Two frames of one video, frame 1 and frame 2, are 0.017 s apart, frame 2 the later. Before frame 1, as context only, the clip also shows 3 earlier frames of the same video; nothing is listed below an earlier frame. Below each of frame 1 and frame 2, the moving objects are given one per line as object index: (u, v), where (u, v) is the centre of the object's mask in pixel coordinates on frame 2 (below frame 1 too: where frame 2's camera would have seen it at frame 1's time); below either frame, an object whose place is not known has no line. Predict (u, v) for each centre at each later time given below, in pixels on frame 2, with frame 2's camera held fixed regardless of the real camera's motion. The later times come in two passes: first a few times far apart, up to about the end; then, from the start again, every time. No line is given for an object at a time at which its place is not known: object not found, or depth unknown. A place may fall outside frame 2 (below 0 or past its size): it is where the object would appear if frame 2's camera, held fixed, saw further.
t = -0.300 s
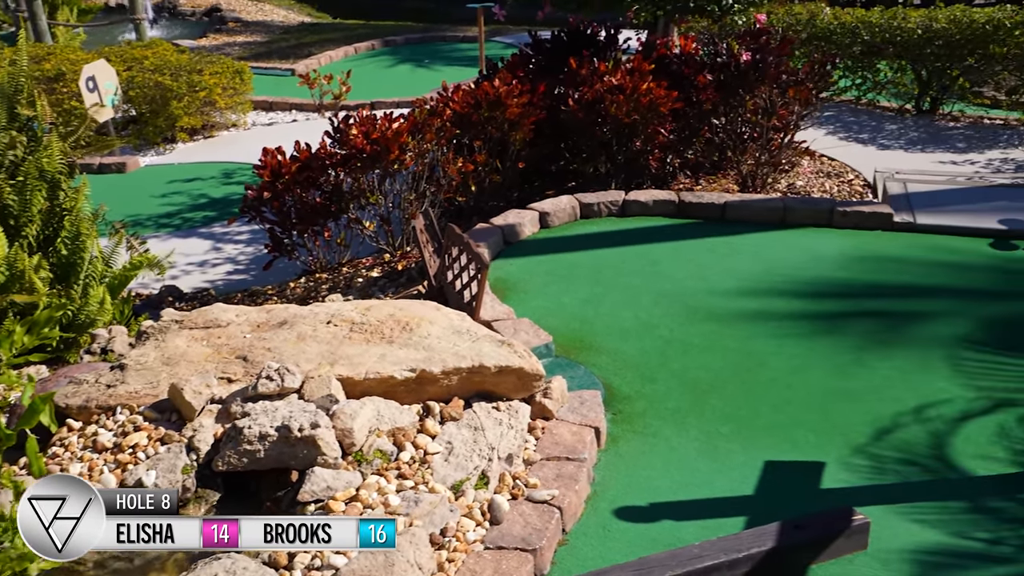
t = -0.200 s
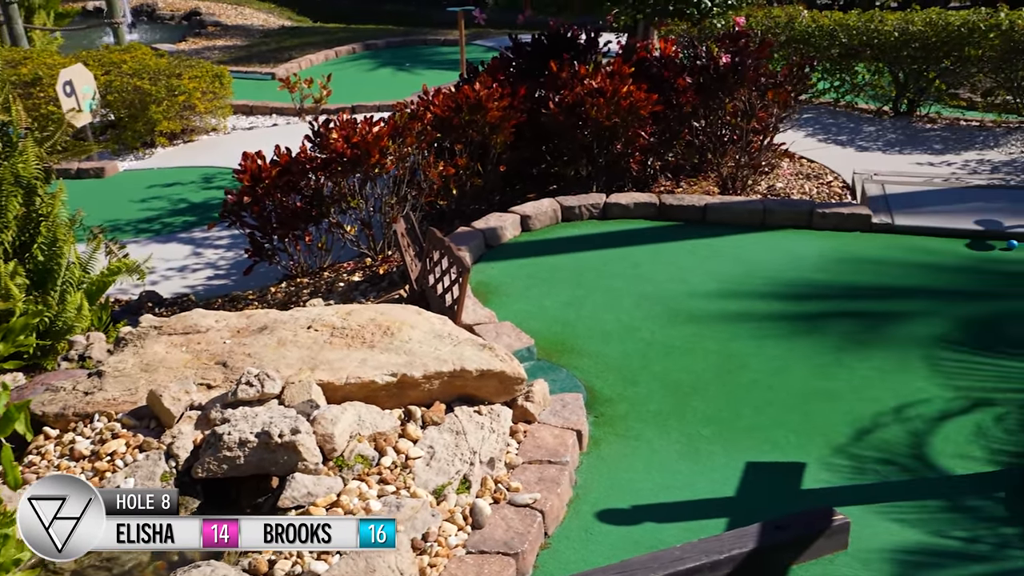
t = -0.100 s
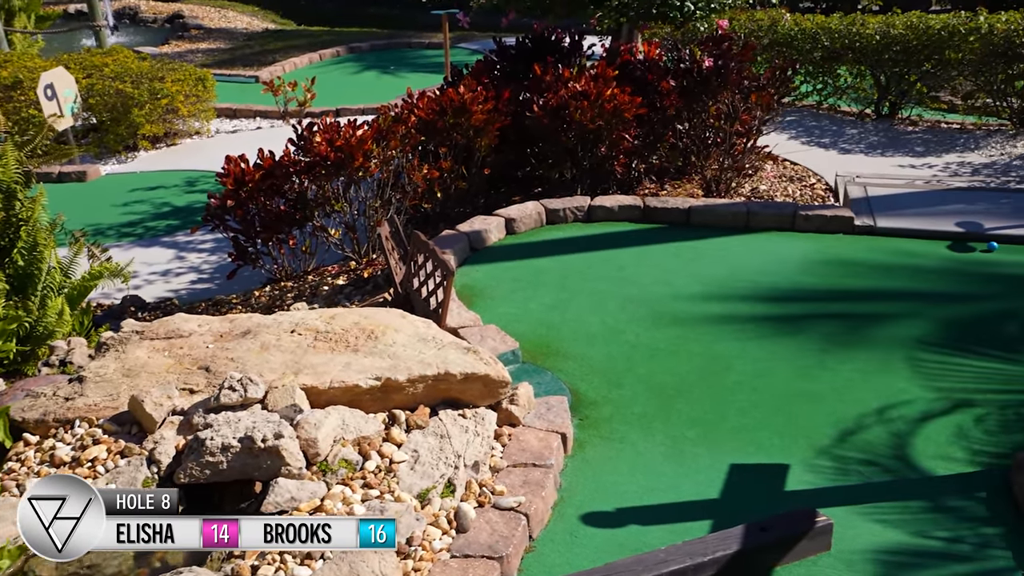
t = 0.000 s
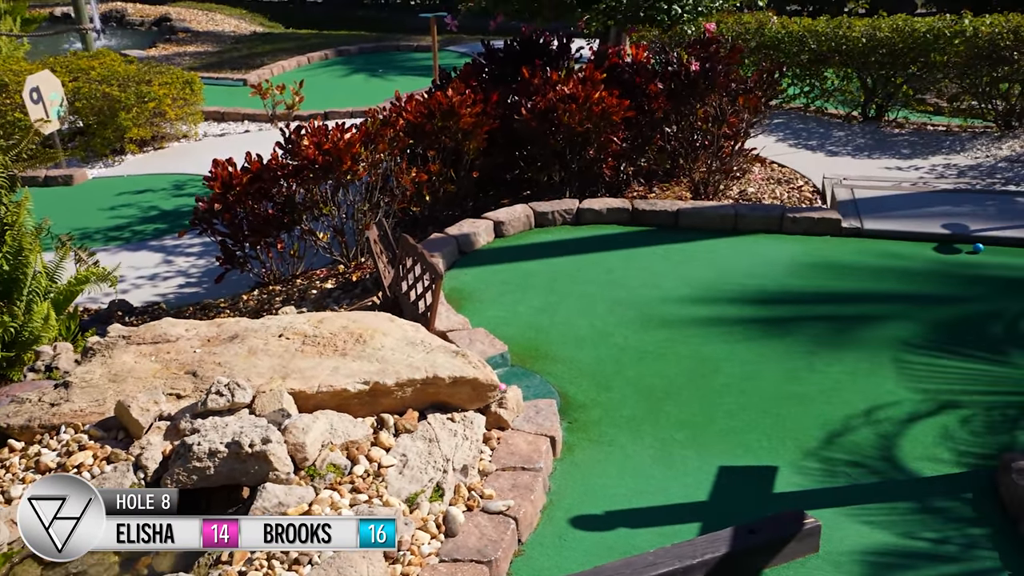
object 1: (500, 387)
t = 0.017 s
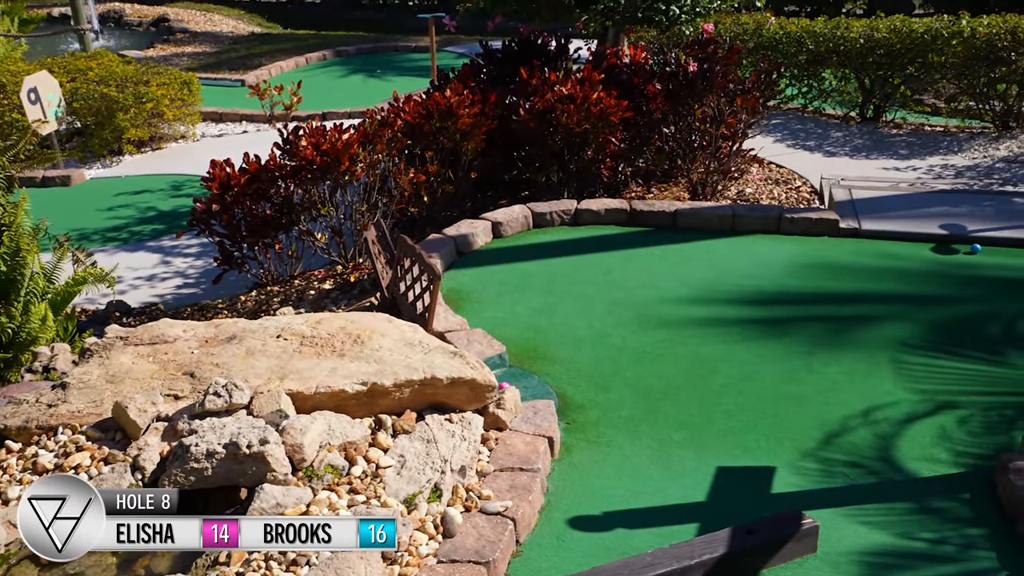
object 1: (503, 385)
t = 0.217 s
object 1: (566, 375)
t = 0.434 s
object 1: (630, 358)
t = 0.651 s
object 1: (686, 341)
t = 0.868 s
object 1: (734, 328)
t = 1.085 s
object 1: (777, 316)
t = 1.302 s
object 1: (816, 306)
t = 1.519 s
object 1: (849, 296)
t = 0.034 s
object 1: (509, 384)
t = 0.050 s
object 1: (516, 384)
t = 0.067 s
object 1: (520, 383)
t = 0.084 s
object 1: (525, 381)
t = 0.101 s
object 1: (530, 380)
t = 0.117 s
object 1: (535, 379)
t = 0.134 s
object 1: (540, 379)
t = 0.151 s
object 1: (545, 379)
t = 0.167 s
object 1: (551, 378)
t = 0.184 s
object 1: (556, 377)
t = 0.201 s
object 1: (561, 376)
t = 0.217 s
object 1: (566, 375)
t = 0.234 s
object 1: (571, 374)
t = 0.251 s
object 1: (577, 372)
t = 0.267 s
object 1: (582, 371)
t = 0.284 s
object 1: (587, 370)
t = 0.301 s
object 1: (591, 368)
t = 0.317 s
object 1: (596, 367)
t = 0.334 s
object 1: (601, 366)
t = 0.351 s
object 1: (606, 364)
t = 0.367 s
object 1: (611, 363)
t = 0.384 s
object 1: (616, 362)
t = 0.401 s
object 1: (620, 360)
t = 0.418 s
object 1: (625, 359)
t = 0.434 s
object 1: (630, 358)
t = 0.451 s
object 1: (634, 356)
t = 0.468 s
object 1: (639, 355)
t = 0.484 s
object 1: (644, 354)
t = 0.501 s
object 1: (648, 352)
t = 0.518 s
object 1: (652, 351)
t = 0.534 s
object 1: (656, 350)
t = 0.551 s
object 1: (661, 349)
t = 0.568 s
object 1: (666, 347)
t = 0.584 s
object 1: (669, 346)
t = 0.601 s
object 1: (674, 345)
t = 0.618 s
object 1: (678, 343)
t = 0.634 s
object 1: (682, 343)
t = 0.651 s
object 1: (686, 341)
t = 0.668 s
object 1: (690, 340)
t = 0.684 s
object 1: (694, 339)
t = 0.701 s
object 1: (698, 338)
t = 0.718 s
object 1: (701, 337)
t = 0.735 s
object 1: (705, 336)
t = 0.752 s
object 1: (709, 335)
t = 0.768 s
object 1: (713, 334)
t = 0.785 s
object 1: (716, 333)
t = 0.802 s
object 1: (720, 332)
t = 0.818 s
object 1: (723, 331)
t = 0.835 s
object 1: (727, 330)
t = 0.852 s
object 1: (731, 329)
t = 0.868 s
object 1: (734, 328)
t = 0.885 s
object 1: (738, 327)
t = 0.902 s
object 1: (742, 326)
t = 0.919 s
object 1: (745, 325)
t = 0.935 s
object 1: (748, 324)
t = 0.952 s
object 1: (752, 323)
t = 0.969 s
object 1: (755, 322)
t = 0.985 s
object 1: (758, 321)
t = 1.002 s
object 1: (762, 321)
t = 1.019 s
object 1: (765, 319)
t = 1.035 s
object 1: (768, 318)
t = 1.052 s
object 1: (771, 318)
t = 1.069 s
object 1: (774, 317)
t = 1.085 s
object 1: (777, 316)
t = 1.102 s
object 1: (780, 315)
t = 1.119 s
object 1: (784, 314)
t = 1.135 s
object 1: (786, 313)
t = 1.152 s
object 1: (790, 312)
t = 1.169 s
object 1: (793, 311)
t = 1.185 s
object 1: (795, 311)
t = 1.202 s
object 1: (798, 310)
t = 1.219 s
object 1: (801, 309)
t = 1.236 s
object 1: (804, 308)
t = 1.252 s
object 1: (807, 307)
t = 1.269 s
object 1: (810, 307)
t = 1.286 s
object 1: (813, 306)
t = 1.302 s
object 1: (816, 306)
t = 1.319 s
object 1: (818, 304)
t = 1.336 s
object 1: (822, 304)
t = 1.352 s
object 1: (823, 302)
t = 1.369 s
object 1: (826, 302)
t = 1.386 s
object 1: (829, 301)
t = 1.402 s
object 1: (831, 301)
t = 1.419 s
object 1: (834, 300)
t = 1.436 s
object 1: (837, 299)
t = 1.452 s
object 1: (839, 299)
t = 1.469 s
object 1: (842, 298)
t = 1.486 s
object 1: (844, 297)
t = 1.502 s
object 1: (846, 297)
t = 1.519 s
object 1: (849, 296)
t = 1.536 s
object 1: (851, 296)
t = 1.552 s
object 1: (853, 295)
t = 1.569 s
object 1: (855, 295)
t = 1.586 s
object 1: (858, 294)
